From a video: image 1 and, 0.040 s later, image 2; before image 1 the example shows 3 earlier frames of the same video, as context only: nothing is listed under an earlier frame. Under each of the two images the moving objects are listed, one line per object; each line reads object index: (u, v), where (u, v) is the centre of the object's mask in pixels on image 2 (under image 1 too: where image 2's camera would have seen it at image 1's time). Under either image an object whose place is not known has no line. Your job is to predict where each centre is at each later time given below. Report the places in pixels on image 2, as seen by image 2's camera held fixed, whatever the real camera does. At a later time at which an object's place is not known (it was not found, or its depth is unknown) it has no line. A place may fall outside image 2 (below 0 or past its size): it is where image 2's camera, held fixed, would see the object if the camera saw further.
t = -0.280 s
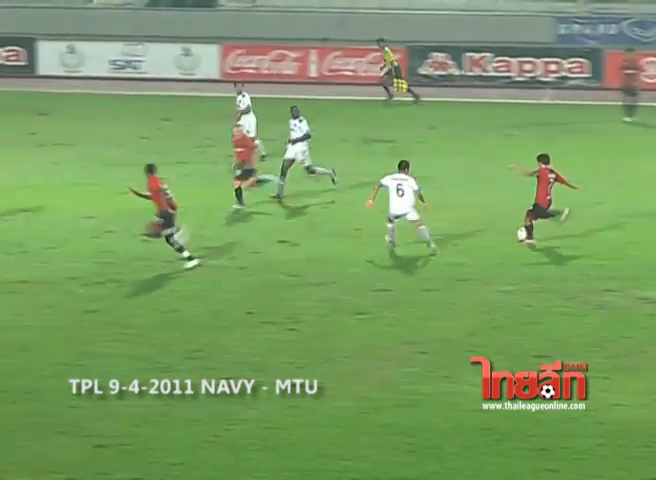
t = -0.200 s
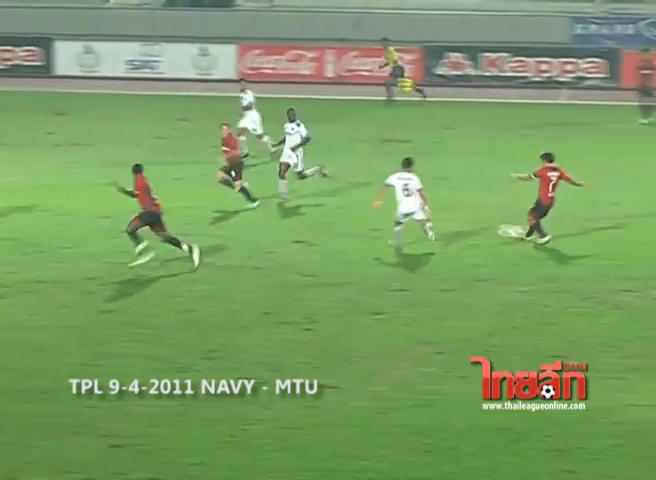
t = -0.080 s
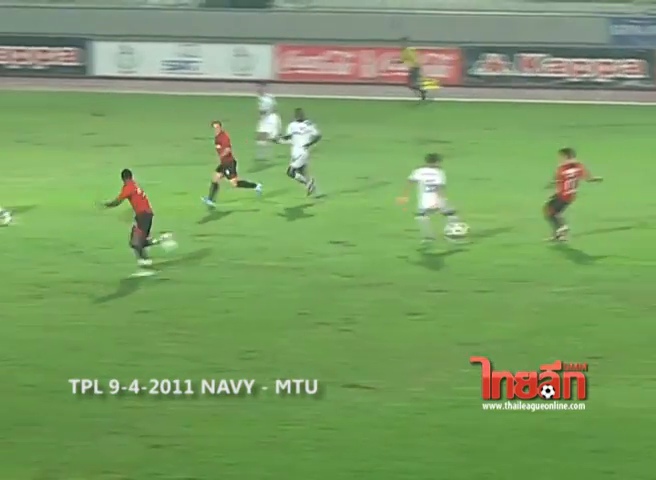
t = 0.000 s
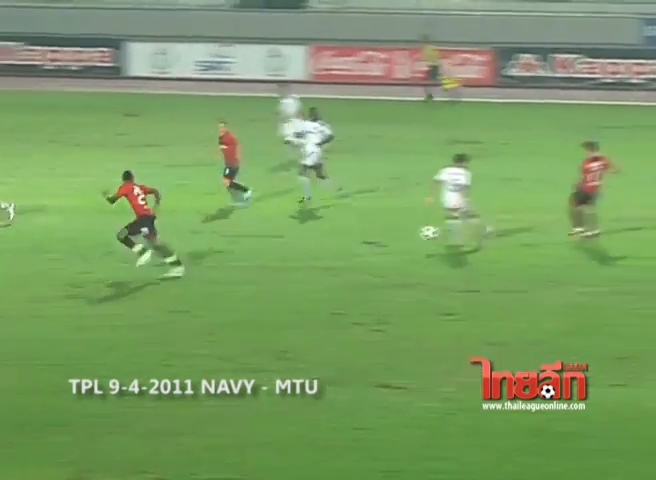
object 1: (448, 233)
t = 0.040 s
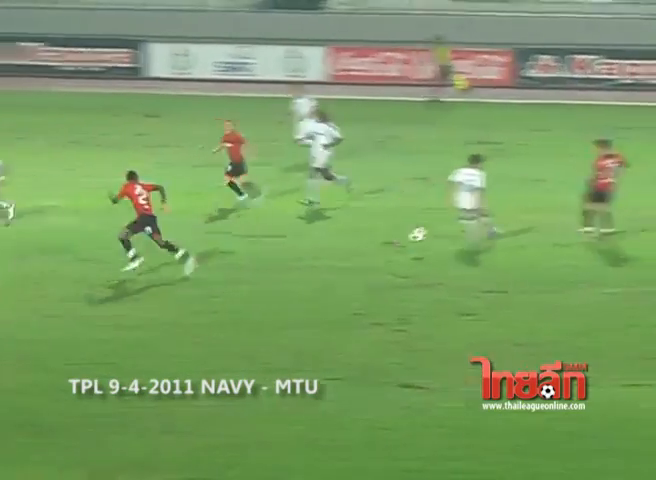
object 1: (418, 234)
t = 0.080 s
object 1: (391, 237)
